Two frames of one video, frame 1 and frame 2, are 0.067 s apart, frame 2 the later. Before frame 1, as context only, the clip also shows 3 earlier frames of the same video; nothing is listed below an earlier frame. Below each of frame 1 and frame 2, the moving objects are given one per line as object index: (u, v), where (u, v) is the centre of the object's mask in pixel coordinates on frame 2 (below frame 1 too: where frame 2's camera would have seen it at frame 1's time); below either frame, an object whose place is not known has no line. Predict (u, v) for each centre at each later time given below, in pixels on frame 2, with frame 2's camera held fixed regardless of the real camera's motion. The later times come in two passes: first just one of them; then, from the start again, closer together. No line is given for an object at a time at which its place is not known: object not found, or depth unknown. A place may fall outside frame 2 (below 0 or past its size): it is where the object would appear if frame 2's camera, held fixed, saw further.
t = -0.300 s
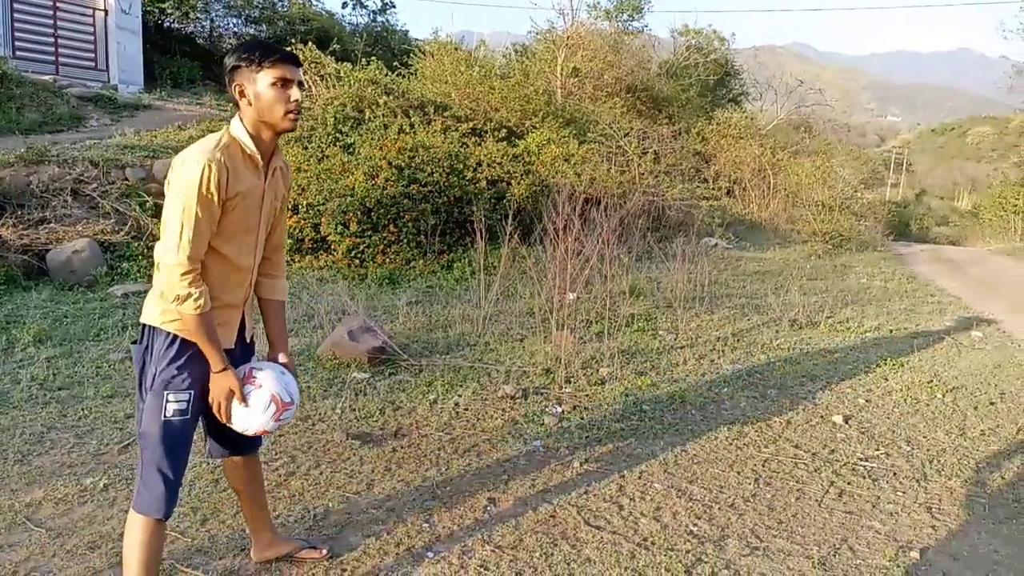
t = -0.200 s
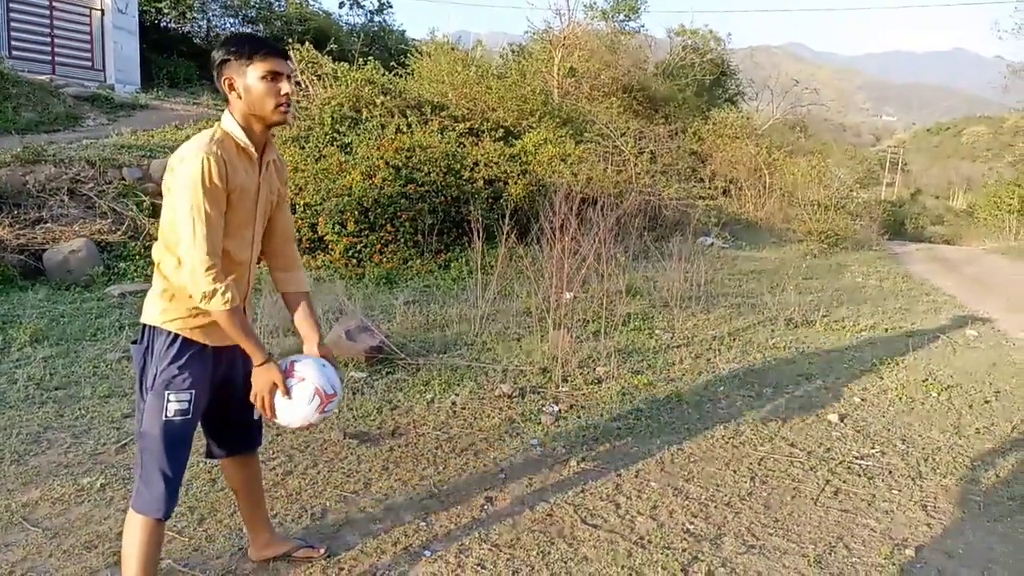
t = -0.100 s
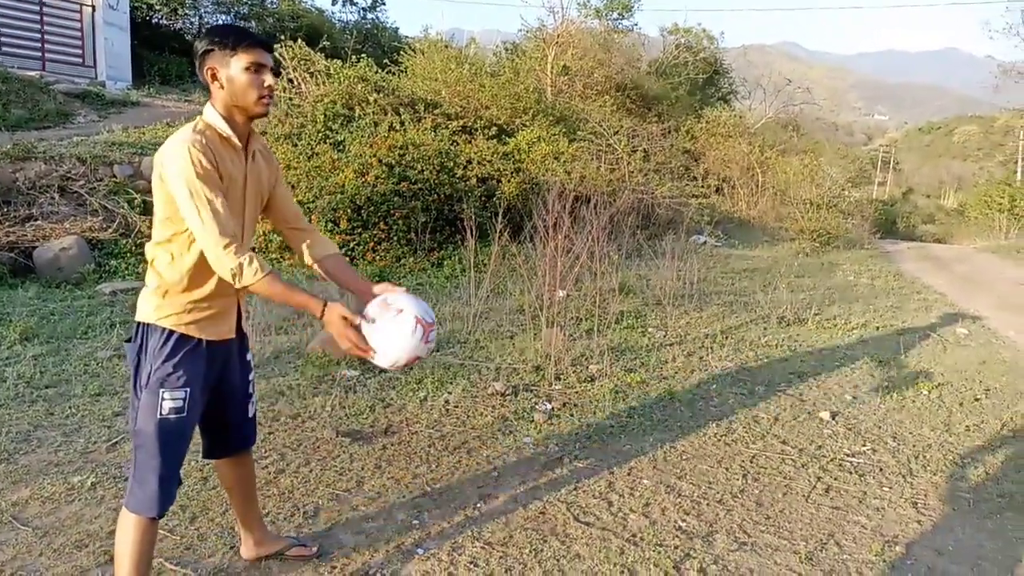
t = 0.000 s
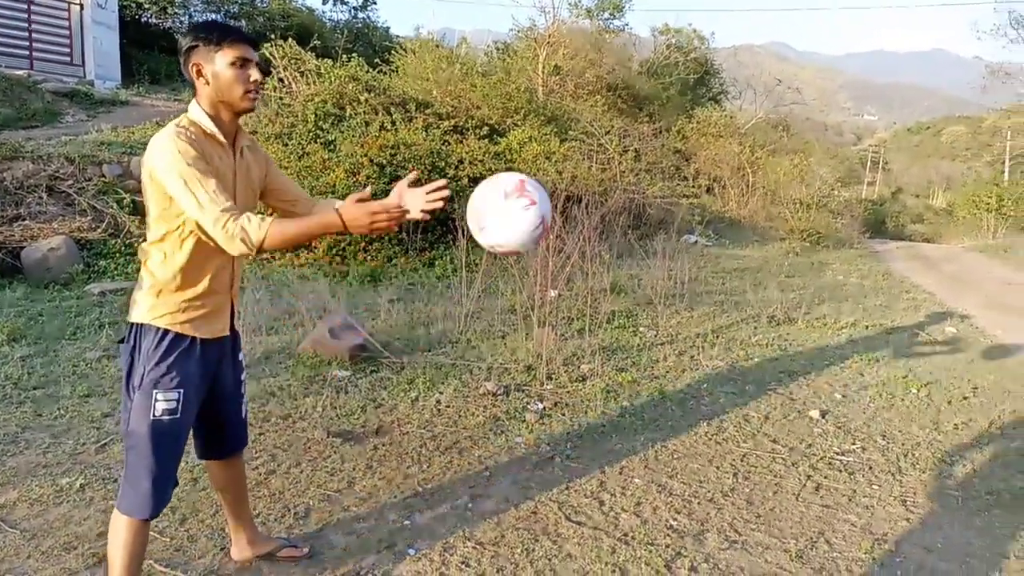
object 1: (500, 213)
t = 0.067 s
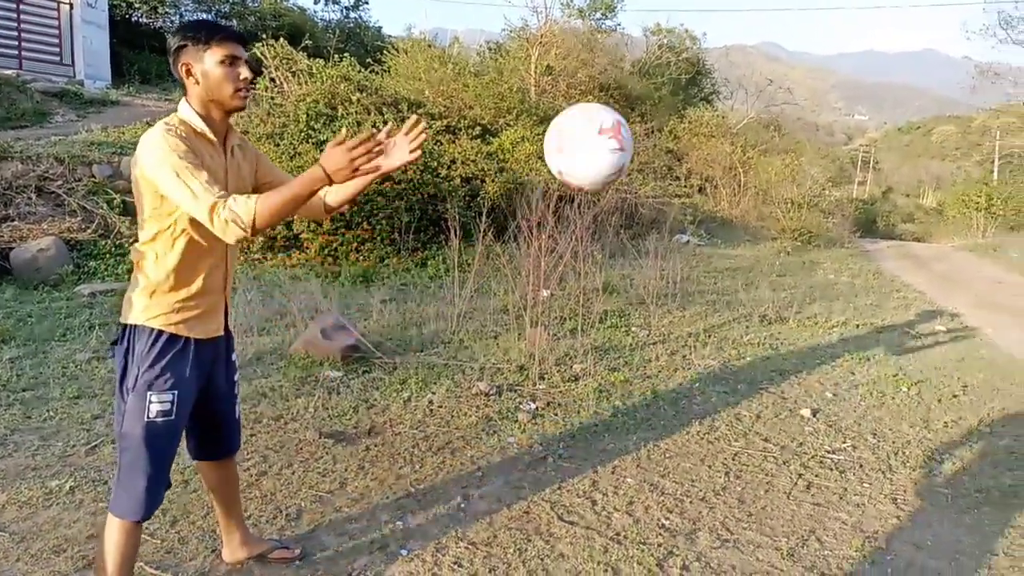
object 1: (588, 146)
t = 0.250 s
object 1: (854, 41)
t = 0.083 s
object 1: (611, 131)
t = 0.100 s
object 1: (634, 117)
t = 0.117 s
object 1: (657, 104)
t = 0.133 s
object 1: (680, 92)
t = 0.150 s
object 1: (704, 82)
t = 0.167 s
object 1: (729, 74)
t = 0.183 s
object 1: (752, 65)
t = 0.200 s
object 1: (778, 57)
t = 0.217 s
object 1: (805, 51)
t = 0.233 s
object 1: (830, 47)
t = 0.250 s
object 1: (854, 41)
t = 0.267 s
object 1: (880, 39)
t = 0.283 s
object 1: (905, 37)
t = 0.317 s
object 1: (956, 40)
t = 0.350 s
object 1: (1003, 47)
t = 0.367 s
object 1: (1028, 54)
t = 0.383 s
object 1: (1052, 60)
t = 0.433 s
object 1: (1123, 89)
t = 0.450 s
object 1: (1146, 103)
